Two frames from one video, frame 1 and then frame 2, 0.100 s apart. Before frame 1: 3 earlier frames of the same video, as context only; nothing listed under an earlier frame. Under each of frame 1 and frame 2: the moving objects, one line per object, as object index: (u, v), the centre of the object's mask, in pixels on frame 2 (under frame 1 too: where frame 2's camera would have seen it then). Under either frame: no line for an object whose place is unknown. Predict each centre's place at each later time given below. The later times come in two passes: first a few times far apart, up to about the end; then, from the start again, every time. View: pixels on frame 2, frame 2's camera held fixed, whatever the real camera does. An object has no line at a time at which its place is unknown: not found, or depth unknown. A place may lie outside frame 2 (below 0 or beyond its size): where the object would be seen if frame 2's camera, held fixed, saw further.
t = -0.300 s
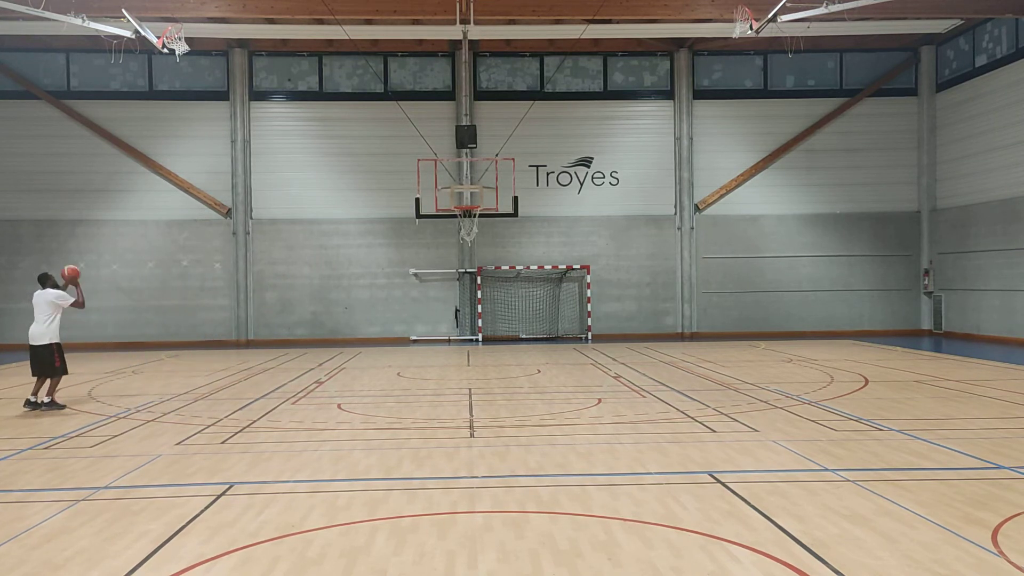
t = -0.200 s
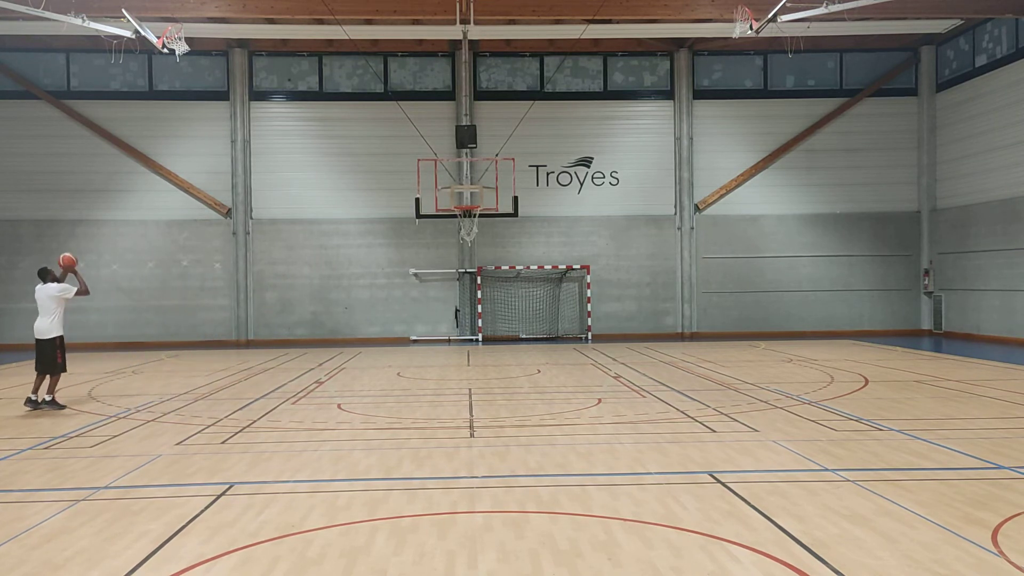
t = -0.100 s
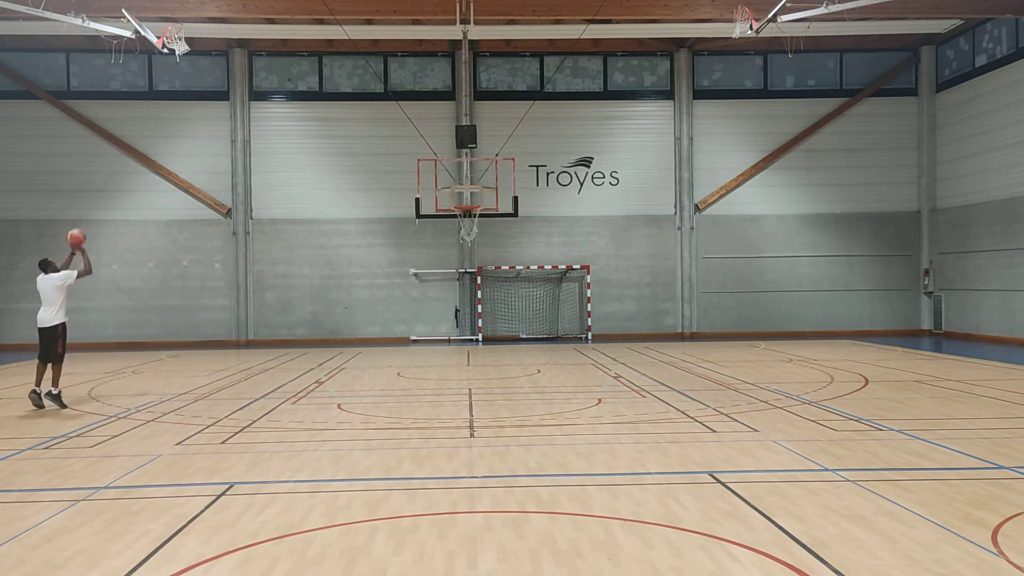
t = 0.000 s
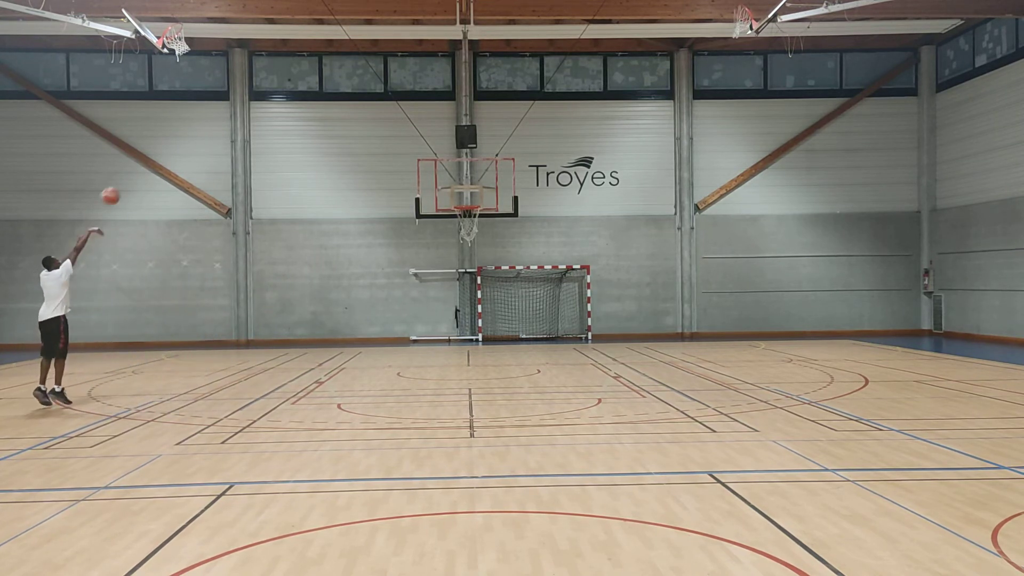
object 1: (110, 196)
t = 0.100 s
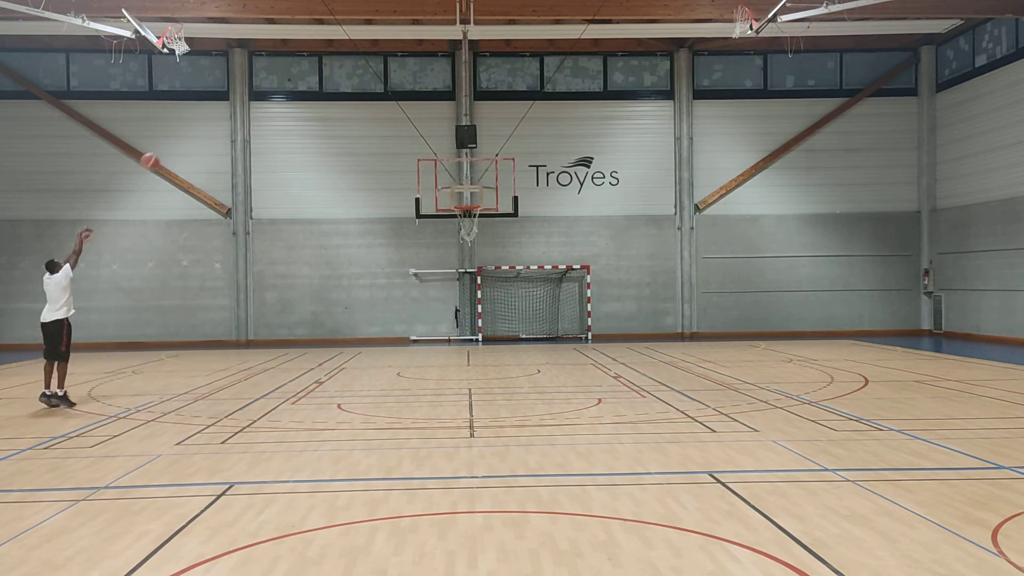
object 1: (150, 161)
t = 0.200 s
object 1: (187, 135)
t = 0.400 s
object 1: (255, 105)
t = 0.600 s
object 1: (318, 101)
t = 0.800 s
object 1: (375, 120)
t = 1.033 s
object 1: (433, 168)
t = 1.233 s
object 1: (474, 213)
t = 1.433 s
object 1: (470, 233)
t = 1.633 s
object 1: (459, 250)
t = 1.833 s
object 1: (448, 288)
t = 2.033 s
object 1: (438, 348)
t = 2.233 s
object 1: (431, 334)
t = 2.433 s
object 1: (424, 302)
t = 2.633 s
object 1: (418, 292)
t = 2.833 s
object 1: (412, 303)
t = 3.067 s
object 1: (405, 347)
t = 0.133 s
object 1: (163, 152)
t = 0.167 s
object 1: (175, 143)
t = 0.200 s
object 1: (187, 135)
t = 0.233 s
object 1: (199, 128)
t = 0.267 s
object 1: (211, 122)
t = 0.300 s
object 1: (223, 116)
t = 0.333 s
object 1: (234, 112)
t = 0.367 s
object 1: (245, 108)
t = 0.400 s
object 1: (255, 105)
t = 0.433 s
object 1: (266, 102)
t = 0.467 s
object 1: (277, 101)
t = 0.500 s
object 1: (288, 100)
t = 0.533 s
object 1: (298, 100)
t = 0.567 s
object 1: (308, 100)
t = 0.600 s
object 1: (318, 101)
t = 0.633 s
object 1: (328, 102)
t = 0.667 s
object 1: (337, 105)
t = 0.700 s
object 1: (347, 108)
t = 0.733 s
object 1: (356, 111)
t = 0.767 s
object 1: (365, 116)
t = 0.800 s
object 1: (375, 120)
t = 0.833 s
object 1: (383, 125)
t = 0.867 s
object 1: (392, 131)
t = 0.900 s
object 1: (400, 137)
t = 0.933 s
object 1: (409, 144)
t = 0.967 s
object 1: (417, 152)
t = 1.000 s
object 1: (425, 160)
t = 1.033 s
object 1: (433, 168)
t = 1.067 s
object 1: (441, 177)
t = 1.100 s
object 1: (449, 186)
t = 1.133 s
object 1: (455, 195)
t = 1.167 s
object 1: (464, 202)
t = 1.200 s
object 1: (468, 206)
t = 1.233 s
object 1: (474, 213)
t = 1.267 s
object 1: (475, 216)
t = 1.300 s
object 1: (474, 218)
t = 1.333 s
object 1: (473, 223)
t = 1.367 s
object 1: (473, 228)
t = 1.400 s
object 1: (472, 232)
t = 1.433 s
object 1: (470, 233)
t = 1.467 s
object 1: (468, 234)
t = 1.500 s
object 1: (467, 236)
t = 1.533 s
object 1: (465, 237)
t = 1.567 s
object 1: (463, 242)
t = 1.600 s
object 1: (461, 246)
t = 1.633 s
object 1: (459, 250)
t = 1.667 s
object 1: (457, 254)
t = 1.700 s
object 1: (455, 260)
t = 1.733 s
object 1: (454, 266)
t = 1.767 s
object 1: (452, 273)
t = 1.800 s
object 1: (450, 280)
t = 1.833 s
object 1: (448, 288)
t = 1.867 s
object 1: (447, 297)
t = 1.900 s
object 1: (446, 305)
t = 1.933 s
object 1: (443, 315)
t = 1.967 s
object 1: (441, 326)
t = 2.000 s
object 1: (440, 337)
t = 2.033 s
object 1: (438, 348)
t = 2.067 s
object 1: (436, 360)
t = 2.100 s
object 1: (435, 366)
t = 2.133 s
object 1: (434, 357)
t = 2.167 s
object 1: (433, 348)
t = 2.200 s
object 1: (432, 341)
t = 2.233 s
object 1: (431, 334)
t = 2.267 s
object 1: (430, 327)
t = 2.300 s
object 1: (429, 321)
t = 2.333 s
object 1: (428, 315)
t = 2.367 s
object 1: (427, 310)
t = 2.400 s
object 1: (425, 306)
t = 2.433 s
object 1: (424, 302)
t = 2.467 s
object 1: (423, 299)
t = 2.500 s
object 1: (422, 297)
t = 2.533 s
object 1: (421, 294)
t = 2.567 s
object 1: (420, 293)
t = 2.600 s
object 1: (419, 292)
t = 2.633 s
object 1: (418, 292)
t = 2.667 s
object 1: (417, 292)
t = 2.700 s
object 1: (416, 293)
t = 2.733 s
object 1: (415, 295)
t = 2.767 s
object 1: (414, 297)
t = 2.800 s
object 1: (413, 300)
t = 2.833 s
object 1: (412, 303)
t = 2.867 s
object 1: (411, 308)
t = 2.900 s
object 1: (410, 313)
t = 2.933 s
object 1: (409, 318)
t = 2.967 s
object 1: (408, 324)
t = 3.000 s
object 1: (407, 331)
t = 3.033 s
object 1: (406, 339)
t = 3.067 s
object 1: (405, 347)
